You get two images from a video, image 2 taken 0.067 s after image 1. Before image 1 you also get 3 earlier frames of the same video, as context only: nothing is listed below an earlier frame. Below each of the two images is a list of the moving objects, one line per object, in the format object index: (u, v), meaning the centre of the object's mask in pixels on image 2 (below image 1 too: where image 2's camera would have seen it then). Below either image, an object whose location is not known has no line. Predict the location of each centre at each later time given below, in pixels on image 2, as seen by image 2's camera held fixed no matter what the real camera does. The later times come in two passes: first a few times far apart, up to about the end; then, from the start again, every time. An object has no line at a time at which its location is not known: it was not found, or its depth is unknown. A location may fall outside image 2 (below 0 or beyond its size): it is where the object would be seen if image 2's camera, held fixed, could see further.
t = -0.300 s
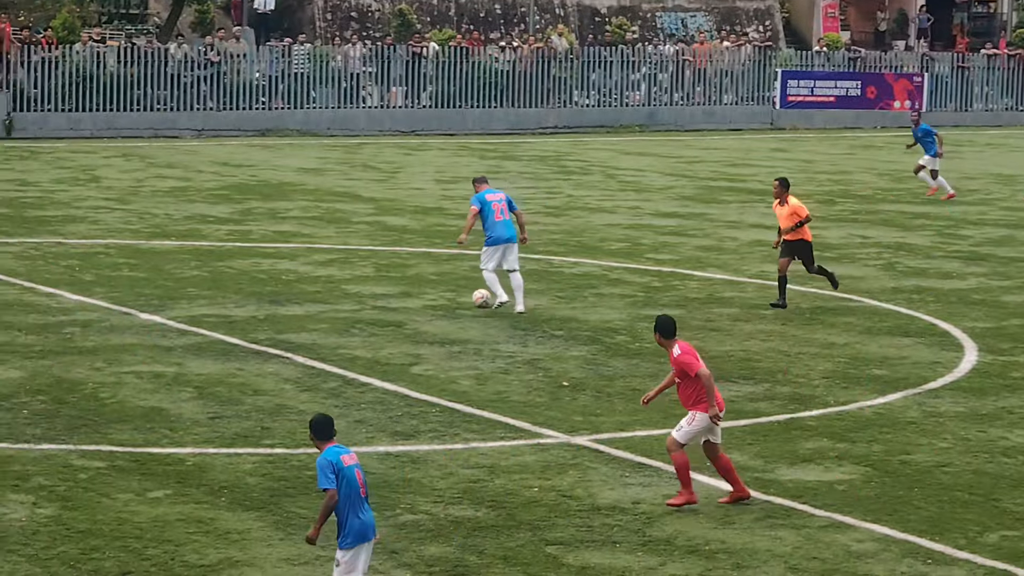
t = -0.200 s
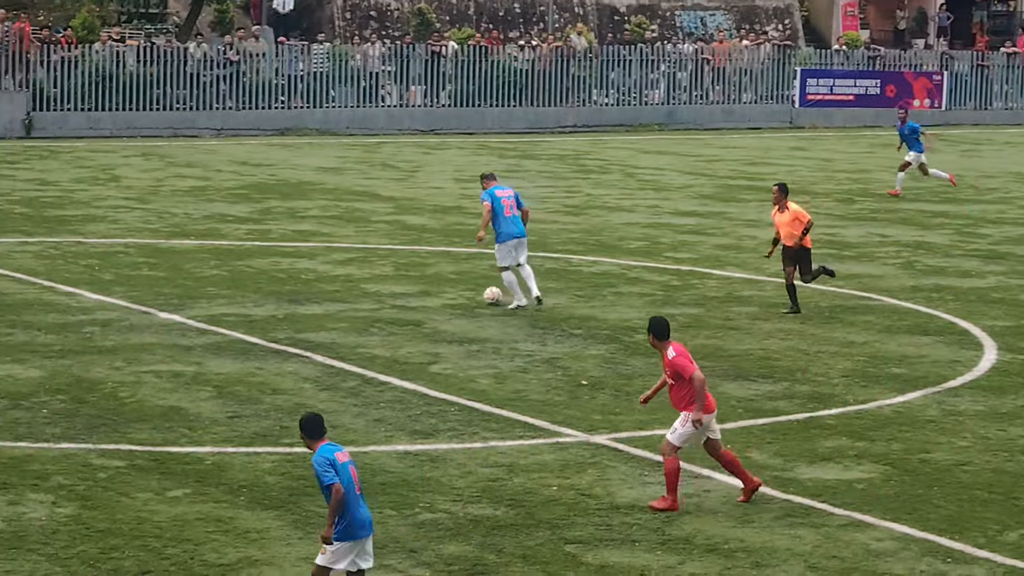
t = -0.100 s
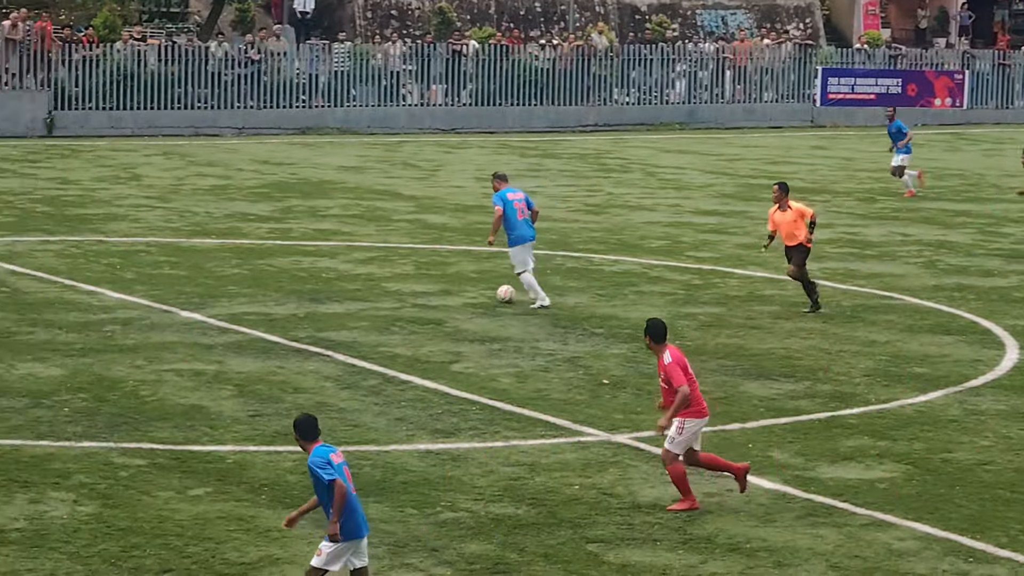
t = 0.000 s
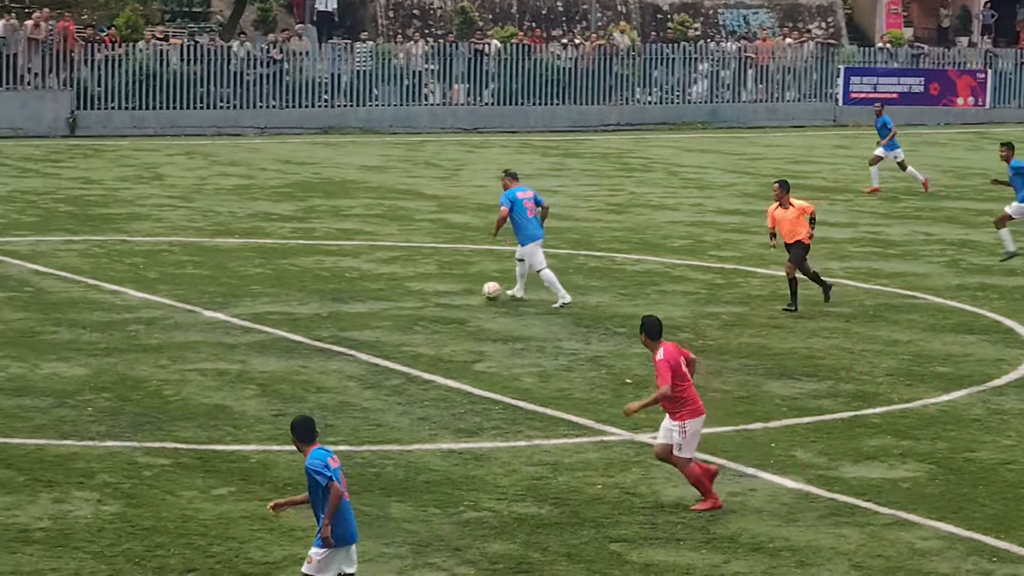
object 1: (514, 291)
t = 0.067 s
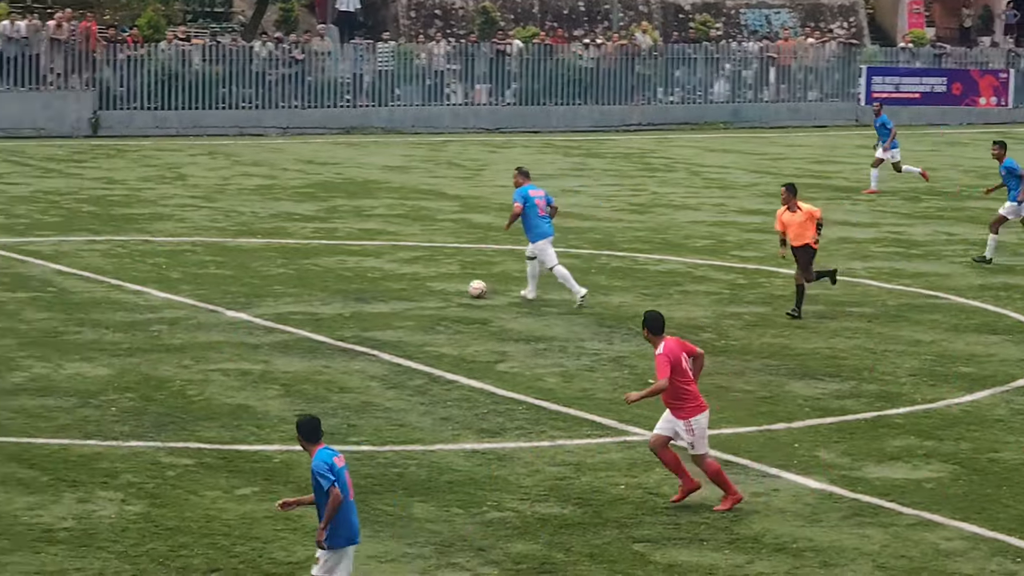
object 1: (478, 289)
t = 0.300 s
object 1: (365, 283)
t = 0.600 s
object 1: (247, 281)
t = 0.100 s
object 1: (461, 286)
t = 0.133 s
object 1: (444, 285)
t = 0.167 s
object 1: (428, 285)
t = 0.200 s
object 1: (410, 285)
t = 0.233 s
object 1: (394, 285)
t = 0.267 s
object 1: (379, 284)
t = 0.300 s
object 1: (365, 283)
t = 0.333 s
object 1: (350, 283)
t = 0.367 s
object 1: (334, 283)
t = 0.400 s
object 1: (320, 283)
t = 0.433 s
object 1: (307, 282)
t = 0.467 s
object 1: (294, 282)
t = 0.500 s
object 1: (281, 282)
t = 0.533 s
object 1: (269, 282)
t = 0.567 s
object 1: (258, 281)
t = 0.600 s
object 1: (247, 281)
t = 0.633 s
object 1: (235, 281)
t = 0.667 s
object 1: (225, 279)
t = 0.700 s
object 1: (214, 279)
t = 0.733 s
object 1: (203, 280)
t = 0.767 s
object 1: (192, 281)
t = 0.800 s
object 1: (181, 280)
